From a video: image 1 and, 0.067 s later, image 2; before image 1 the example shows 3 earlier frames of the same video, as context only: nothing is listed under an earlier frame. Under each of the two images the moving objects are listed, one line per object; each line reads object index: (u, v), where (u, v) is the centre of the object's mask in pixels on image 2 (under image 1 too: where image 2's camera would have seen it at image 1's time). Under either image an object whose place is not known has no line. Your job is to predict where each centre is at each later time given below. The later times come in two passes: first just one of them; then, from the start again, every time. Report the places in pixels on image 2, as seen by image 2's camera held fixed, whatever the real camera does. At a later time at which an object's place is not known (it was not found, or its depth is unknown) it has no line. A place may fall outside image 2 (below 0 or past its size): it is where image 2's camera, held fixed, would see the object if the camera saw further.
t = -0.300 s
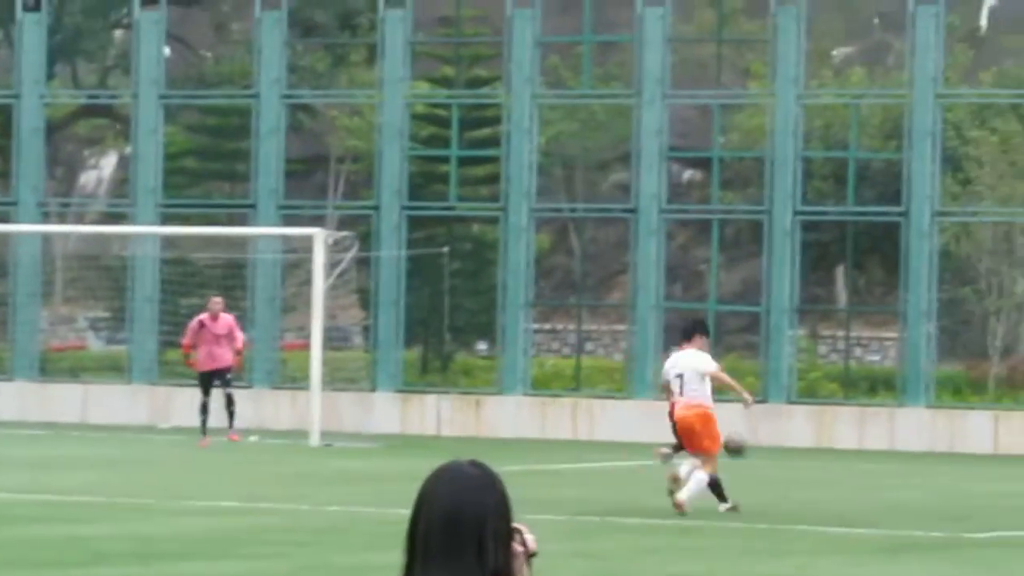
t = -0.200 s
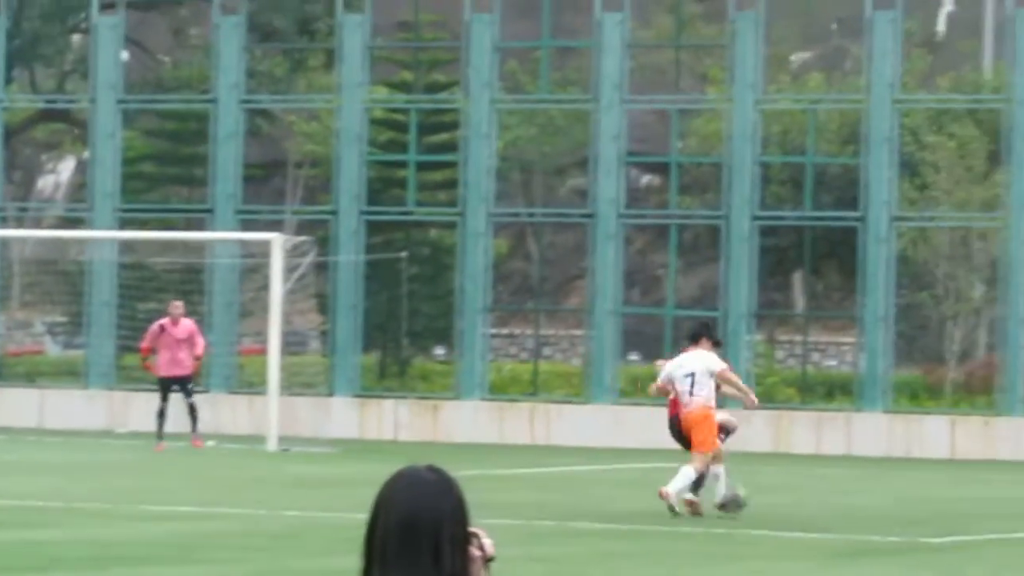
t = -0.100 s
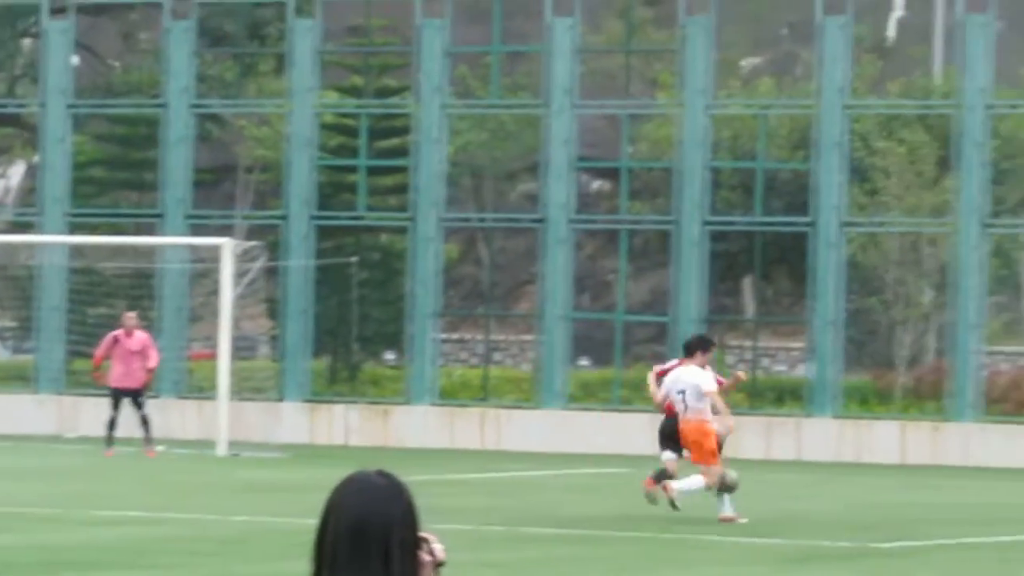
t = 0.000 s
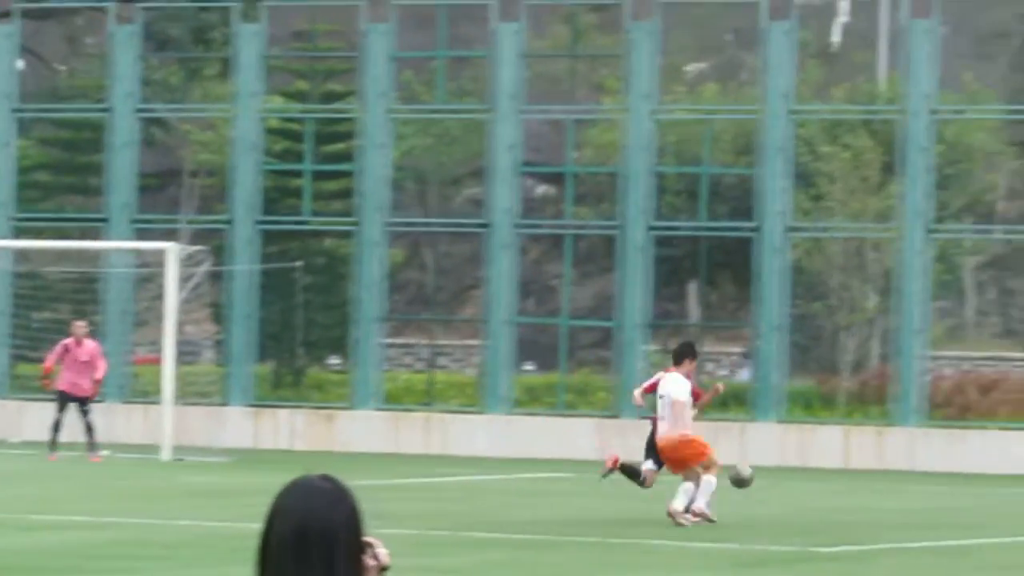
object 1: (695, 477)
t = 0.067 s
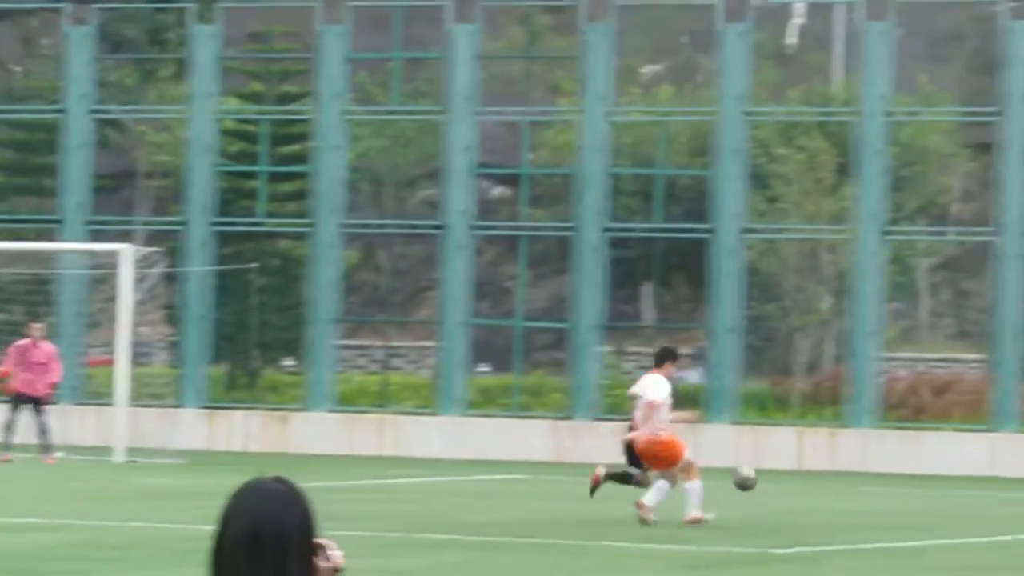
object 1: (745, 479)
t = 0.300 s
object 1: (909, 504)
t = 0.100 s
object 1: (770, 482)
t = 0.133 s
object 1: (795, 486)
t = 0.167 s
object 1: (820, 492)
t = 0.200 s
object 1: (844, 499)
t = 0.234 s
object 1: (867, 507)
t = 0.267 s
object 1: (890, 512)
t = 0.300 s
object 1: (909, 504)
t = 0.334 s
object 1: (928, 498)
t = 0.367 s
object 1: (946, 492)
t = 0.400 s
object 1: (965, 489)
